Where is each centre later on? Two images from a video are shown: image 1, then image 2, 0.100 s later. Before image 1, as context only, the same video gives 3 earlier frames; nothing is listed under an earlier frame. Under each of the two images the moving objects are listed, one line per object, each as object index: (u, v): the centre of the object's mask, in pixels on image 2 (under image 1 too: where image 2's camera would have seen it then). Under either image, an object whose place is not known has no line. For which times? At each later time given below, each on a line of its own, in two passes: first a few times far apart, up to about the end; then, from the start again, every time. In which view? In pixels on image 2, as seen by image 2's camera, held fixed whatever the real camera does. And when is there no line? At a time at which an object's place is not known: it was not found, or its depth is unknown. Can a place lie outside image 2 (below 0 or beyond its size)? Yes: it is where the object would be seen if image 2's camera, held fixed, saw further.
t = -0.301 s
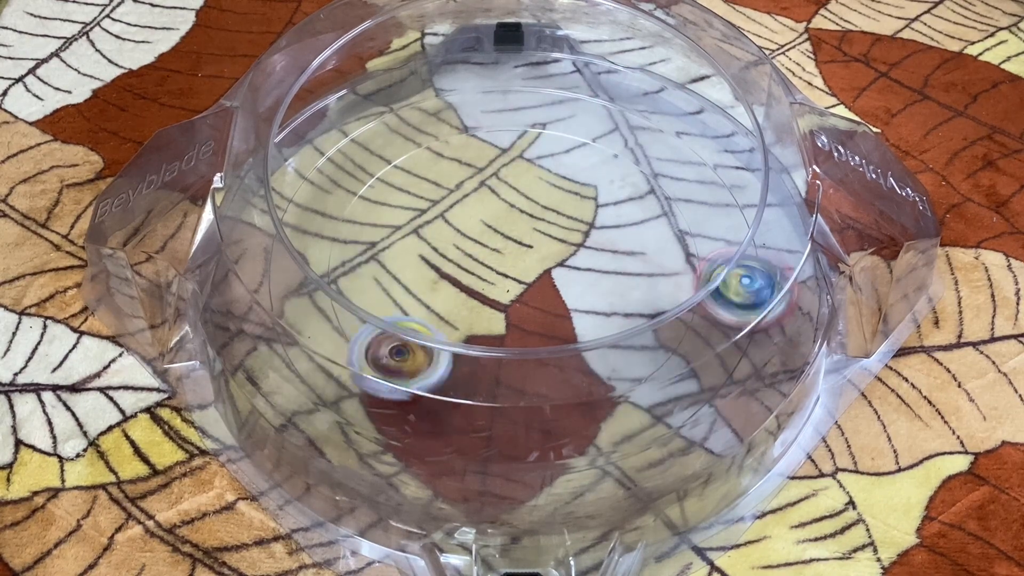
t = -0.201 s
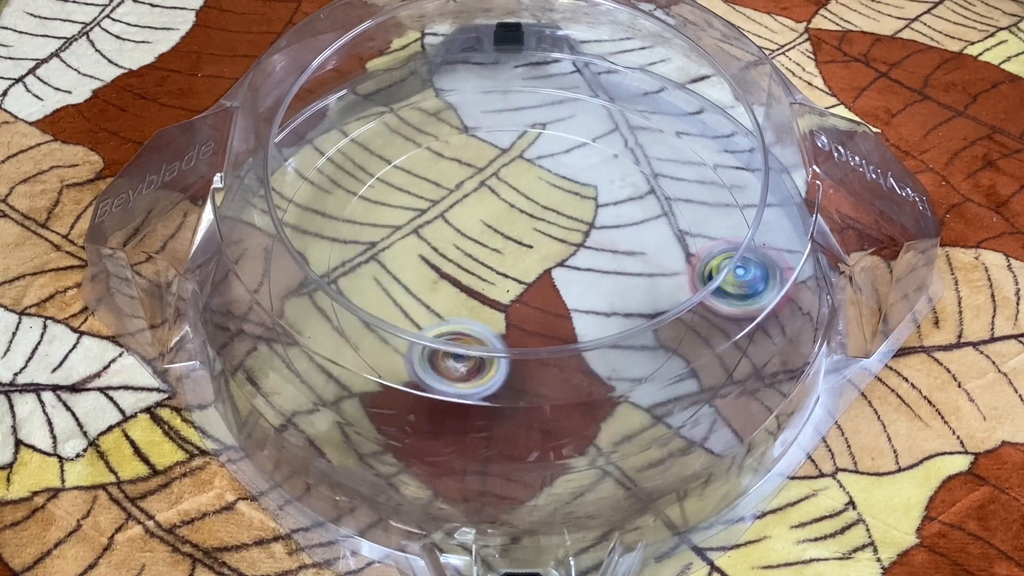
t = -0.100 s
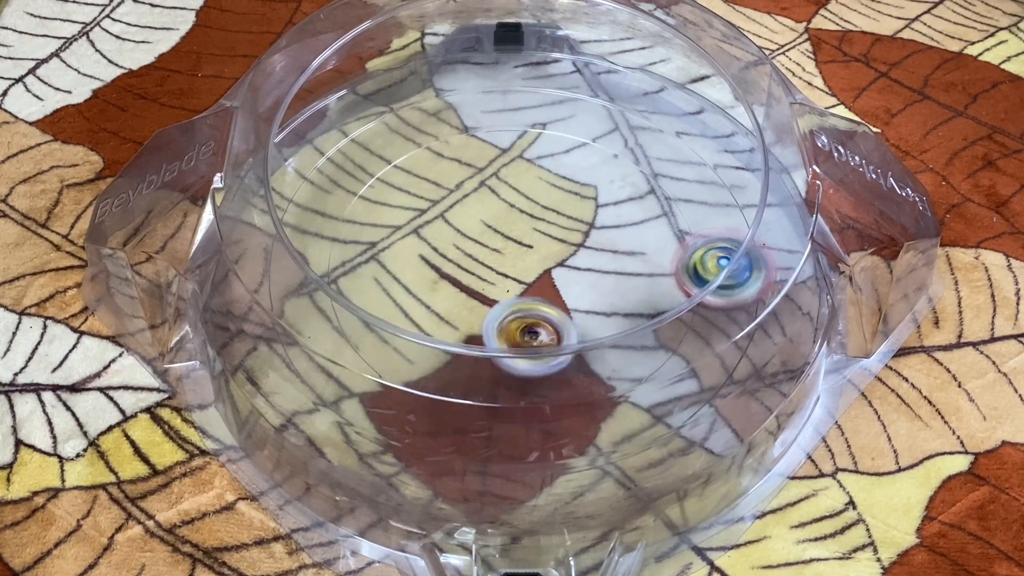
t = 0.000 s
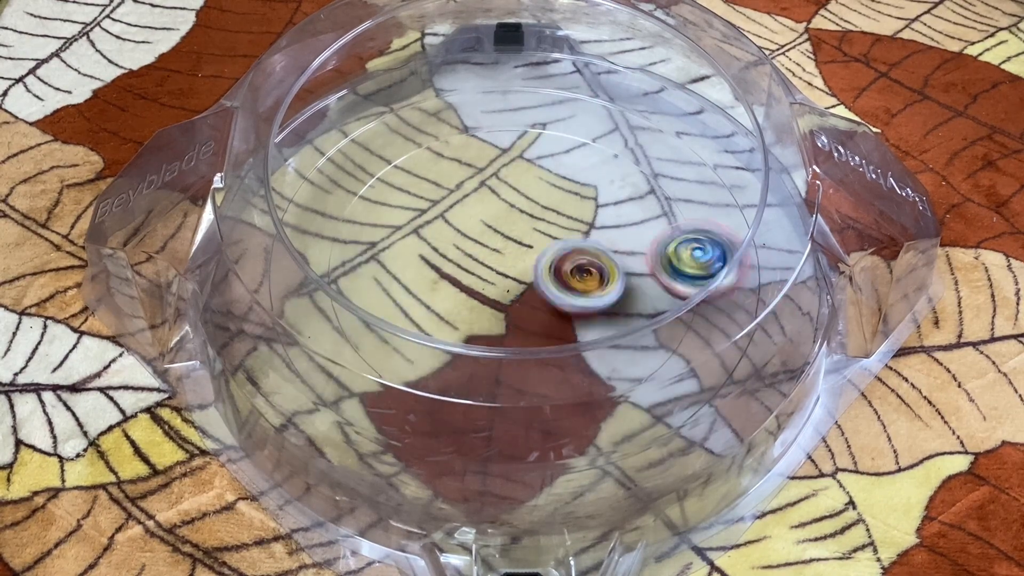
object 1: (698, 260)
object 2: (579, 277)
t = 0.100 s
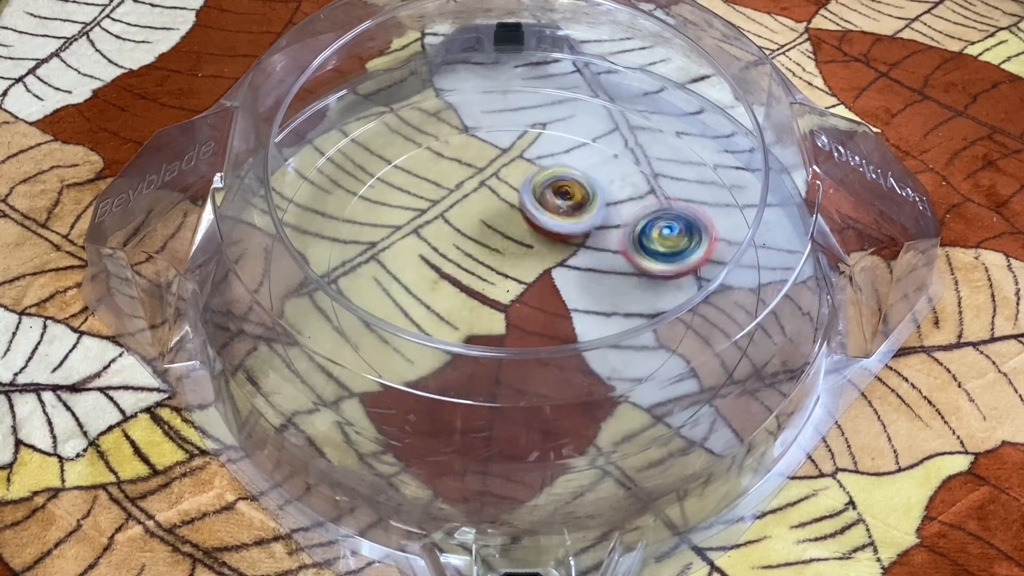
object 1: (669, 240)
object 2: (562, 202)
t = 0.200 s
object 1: (617, 203)
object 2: (503, 145)
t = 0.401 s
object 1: (446, 241)
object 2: (396, 106)
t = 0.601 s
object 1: (474, 383)
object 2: (381, 109)
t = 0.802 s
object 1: (618, 396)
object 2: (398, 127)
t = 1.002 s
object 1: (621, 390)
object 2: (422, 222)
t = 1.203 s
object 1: (637, 344)
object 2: (540, 300)
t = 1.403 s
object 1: (746, 323)
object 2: (572, 230)
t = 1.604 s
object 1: (742, 296)
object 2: (515, 218)
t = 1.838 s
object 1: (722, 292)
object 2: (499, 294)
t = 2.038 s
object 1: (663, 269)
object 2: (566, 298)
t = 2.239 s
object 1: (574, 192)
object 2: (513, 264)
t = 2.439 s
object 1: (456, 197)
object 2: (416, 294)
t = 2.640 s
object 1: (431, 282)
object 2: (401, 348)
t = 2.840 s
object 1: (559, 295)
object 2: (485, 366)
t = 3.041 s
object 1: (585, 200)
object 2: (552, 288)
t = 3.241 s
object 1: (521, 114)
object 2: (511, 228)
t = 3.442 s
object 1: (483, 98)
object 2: (452, 216)
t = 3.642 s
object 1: (492, 97)
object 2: (469, 260)
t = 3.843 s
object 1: (493, 120)
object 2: (558, 265)
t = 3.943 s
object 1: (467, 159)
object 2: (584, 243)
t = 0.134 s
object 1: (656, 229)
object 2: (543, 180)
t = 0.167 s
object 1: (640, 215)
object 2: (524, 161)
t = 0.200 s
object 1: (617, 203)
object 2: (503, 145)
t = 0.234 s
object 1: (589, 196)
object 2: (482, 133)
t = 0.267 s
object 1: (557, 195)
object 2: (459, 123)
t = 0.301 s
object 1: (523, 199)
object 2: (438, 116)
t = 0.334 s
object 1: (494, 208)
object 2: (419, 114)
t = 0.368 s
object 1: (467, 223)
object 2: (405, 111)
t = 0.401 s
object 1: (446, 241)
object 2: (396, 106)
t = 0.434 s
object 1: (430, 263)
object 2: (390, 101)
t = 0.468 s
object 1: (425, 288)
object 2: (385, 96)
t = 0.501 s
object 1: (431, 308)
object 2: (382, 97)
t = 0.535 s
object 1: (437, 336)
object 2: (382, 104)
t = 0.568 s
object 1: (452, 359)
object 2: (382, 107)
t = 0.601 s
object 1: (474, 383)
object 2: (381, 109)
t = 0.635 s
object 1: (504, 390)
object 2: (383, 112)
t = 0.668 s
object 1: (536, 396)
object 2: (386, 113)
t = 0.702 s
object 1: (565, 397)
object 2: (387, 115)
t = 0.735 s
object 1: (590, 396)
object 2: (390, 120)
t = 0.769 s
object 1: (606, 396)
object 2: (394, 123)
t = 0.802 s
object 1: (618, 396)
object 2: (398, 127)
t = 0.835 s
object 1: (624, 396)
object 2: (402, 133)
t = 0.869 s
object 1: (625, 395)
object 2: (407, 146)
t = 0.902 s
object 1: (625, 394)
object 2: (409, 160)
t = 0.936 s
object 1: (624, 393)
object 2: (410, 178)
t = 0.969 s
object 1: (624, 391)
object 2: (413, 200)
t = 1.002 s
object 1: (621, 390)
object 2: (422, 222)
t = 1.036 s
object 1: (618, 386)
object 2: (435, 245)
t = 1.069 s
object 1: (617, 383)
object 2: (452, 267)
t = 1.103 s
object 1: (618, 378)
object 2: (475, 285)
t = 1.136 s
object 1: (618, 365)
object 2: (499, 298)
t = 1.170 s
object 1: (620, 350)
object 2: (525, 307)
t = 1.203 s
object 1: (637, 344)
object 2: (540, 300)
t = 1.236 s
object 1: (665, 335)
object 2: (547, 285)
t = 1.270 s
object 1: (686, 328)
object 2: (556, 271)
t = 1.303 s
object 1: (704, 325)
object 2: (564, 258)
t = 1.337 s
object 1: (720, 324)
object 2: (570, 249)
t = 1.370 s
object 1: (735, 325)
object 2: (573, 238)
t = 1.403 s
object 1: (746, 323)
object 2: (572, 230)
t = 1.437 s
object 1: (744, 315)
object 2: (569, 220)
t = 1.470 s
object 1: (741, 306)
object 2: (560, 214)
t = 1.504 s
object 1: (740, 301)
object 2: (552, 211)
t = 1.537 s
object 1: (740, 298)
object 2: (539, 210)
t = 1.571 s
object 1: (741, 296)
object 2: (527, 214)
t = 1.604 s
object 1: (742, 296)
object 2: (515, 218)
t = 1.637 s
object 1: (742, 296)
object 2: (506, 227)
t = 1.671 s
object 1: (740, 296)
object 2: (498, 236)
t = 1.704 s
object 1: (739, 295)
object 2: (492, 248)
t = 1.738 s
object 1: (736, 295)
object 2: (489, 260)
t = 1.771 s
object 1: (731, 295)
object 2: (488, 271)
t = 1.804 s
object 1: (727, 293)
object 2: (494, 283)
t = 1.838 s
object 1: (722, 292)
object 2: (499, 294)
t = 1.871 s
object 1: (715, 292)
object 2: (511, 301)
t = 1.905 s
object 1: (707, 291)
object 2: (520, 306)
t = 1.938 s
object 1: (697, 288)
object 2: (535, 309)
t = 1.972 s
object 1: (688, 286)
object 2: (546, 308)
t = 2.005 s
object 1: (675, 279)
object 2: (558, 304)
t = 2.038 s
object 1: (663, 269)
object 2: (566, 298)
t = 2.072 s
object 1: (655, 254)
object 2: (566, 293)
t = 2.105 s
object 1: (647, 240)
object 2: (561, 284)
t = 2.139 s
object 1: (630, 226)
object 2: (556, 277)
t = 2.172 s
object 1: (616, 211)
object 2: (543, 273)
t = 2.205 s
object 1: (598, 199)
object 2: (528, 267)
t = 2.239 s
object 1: (574, 192)
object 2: (513, 264)
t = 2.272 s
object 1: (550, 189)
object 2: (496, 263)
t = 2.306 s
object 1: (522, 189)
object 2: (482, 261)
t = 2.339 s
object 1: (500, 193)
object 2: (466, 261)
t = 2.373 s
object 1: (482, 193)
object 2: (447, 271)
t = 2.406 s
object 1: (470, 193)
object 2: (430, 283)
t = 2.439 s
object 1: (456, 197)
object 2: (416, 294)
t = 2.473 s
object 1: (441, 205)
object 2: (406, 305)
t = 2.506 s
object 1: (428, 217)
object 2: (395, 317)
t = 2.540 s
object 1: (419, 233)
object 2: (392, 327)
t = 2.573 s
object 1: (417, 250)
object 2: (389, 336)
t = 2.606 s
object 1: (420, 266)
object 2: (391, 341)
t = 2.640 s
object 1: (431, 282)
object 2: (401, 348)
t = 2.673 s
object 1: (448, 295)
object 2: (411, 351)
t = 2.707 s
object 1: (470, 302)
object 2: (421, 358)
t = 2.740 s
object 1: (494, 307)
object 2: (436, 369)
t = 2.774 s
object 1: (516, 308)
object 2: (453, 370)
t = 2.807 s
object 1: (539, 304)
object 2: (472, 368)
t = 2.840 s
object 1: (559, 295)
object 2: (485, 366)
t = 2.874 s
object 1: (575, 280)
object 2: (497, 359)
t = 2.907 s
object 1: (586, 265)
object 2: (512, 348)
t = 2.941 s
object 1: (592, 249)
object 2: (525, 338)
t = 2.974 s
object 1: (595, 233)
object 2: (534, 319)
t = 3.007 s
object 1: (591, 215)
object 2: (544, 305)
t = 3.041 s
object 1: (585, 200)
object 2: (552, 288)
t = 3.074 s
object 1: (572, 188)
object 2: (554, 269)
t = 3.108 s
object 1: (562, 175)
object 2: (552, 255)
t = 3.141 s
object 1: (556, 151)
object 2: (541, 252)
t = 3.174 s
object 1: (546, 135)
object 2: (530, 246)
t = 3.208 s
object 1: (535, 123)
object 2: (520, 239)
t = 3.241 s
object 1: (521, 114)
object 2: (511, 228)
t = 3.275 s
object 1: (507, 109)
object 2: (500, 221)
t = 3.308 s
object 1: (495, 107)
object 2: (489, 216)
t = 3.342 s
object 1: (486, 104)
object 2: (477, 211)
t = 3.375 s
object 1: (483, 102)
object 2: (467, 211)
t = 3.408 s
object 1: (483, 100)
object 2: (460, 212)
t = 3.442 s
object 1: (483, 98)
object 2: (452, 216)
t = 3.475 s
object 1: (485, 97)
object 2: (447, 221)
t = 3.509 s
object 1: (486, 96)
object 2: (445, 227)
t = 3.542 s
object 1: (488, 96)
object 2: (447, 236)
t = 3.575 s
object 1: (490, 96)
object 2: (453, 245)
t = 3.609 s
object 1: (490, 97)
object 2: (460, 253)
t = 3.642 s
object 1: (492, 97)
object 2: (469, 260)
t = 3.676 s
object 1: (493, 98)
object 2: (482, 267)
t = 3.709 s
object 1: (495, 100)
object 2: (497, 272)
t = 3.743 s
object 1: (497, 103)
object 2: (515, 275)
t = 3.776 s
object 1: (498, 106)
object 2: (529, 274)
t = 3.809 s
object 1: (497, 110)
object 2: (545, 271)
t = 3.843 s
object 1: (493, 120)
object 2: (558, 265)
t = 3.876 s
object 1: (485, 131)
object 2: (570, 259)
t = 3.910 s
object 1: (475, 144)
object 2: (580, 251)
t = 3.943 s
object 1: (467, 159)
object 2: (584, 243)
